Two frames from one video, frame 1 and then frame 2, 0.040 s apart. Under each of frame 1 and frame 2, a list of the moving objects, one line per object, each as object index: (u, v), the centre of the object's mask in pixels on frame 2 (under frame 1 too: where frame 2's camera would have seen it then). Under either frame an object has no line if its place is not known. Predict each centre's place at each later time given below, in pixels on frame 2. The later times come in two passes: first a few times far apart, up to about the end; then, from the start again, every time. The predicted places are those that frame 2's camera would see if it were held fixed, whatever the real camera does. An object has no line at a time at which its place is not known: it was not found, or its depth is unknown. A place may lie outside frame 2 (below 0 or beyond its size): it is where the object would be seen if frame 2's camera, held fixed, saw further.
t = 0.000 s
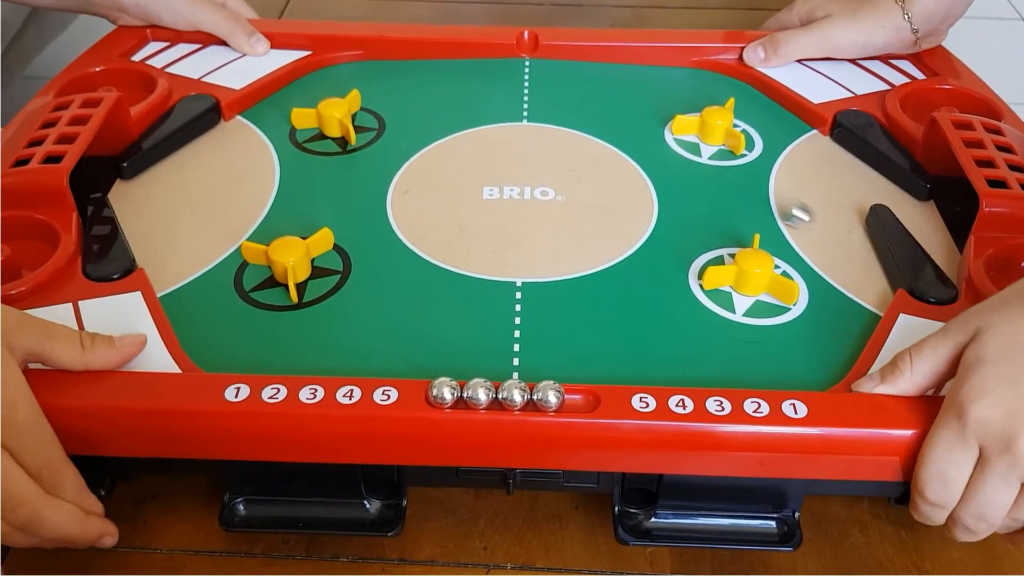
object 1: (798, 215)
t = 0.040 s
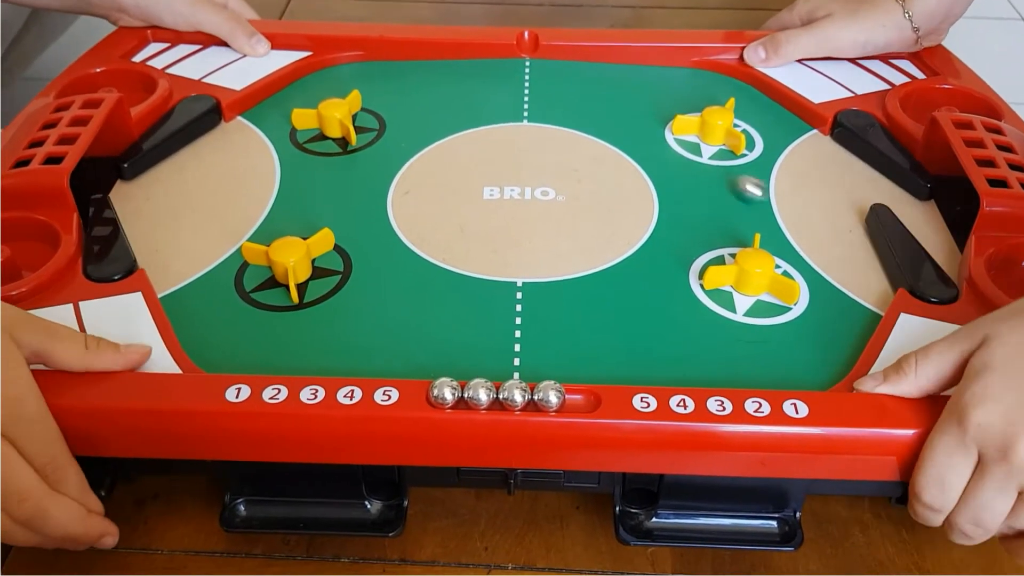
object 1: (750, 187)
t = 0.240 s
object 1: (581, 76)
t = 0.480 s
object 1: (482, 54)
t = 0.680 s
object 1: (333, 61)
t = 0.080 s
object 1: (709, 164)
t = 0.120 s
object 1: (659, 134)
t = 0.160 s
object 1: (632, 116)
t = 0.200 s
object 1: (598, 91)
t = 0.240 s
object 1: (581, 76)
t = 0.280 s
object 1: (566, 61)
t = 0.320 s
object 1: (545, 53)
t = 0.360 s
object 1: (532, 52)
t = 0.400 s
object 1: (520, 52)
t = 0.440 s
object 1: (499, 54)
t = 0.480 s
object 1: (482, 54)
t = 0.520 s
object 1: (452, 56)
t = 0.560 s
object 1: (429, 56)
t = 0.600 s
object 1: (404, 57)
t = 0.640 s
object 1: (362, 58)
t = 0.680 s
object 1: (333, 61)
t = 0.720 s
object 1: (297, 76)
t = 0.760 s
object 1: (276, 88)
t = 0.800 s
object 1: (254, 102)
